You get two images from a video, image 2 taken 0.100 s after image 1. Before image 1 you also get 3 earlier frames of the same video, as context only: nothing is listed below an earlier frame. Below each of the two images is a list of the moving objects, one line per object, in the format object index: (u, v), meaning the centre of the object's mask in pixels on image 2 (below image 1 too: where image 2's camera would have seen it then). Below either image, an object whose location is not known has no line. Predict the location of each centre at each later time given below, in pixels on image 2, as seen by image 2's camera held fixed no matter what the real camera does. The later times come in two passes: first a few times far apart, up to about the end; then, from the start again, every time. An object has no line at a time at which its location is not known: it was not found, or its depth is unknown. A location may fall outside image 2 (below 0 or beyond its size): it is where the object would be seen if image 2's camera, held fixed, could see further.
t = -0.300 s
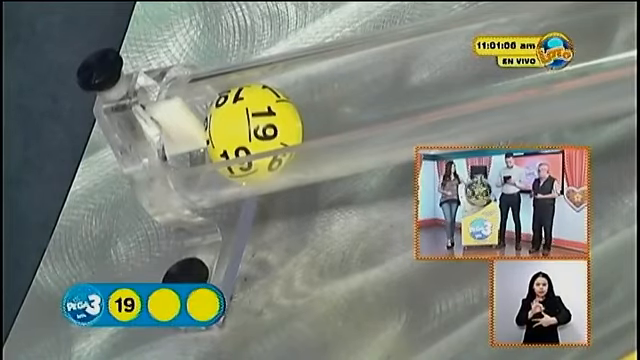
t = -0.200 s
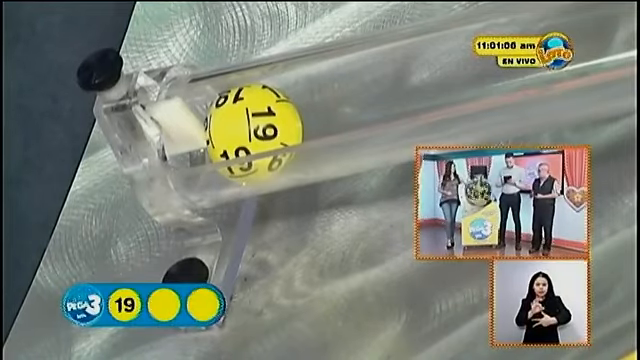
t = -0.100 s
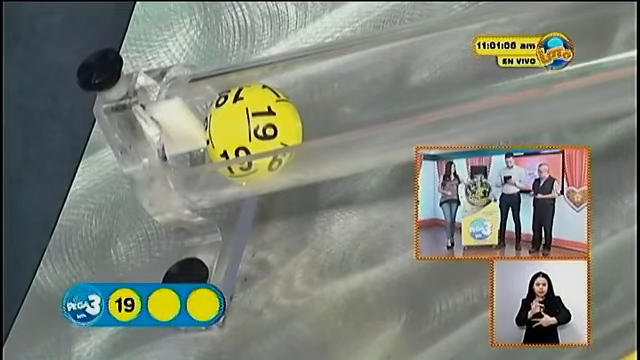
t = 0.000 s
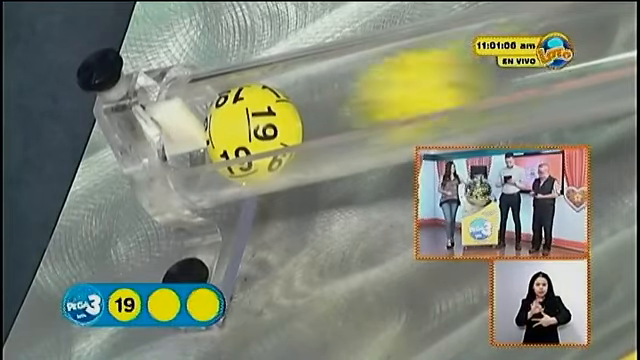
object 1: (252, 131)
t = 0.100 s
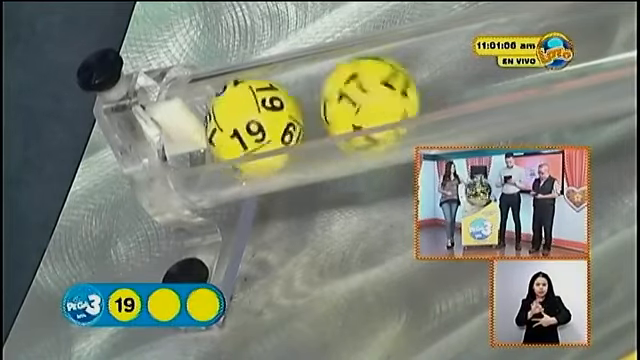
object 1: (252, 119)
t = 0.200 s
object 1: (251, 123)
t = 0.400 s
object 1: (247, 130)
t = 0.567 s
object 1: (247, 130)
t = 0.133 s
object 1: (251, 122)
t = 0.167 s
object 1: (251, 123)
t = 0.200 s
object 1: (251, 123)
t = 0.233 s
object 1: (245, 122)
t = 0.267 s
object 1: (245, 121)
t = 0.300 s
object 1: (247, 130)
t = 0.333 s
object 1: (247, 130)
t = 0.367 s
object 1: (247, 130)
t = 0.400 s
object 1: (247, 130)
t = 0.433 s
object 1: (245, 122)
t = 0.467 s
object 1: (245, 122)
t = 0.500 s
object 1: (245, 122)
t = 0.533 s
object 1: (245, 122)
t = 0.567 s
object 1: (247, 130)
